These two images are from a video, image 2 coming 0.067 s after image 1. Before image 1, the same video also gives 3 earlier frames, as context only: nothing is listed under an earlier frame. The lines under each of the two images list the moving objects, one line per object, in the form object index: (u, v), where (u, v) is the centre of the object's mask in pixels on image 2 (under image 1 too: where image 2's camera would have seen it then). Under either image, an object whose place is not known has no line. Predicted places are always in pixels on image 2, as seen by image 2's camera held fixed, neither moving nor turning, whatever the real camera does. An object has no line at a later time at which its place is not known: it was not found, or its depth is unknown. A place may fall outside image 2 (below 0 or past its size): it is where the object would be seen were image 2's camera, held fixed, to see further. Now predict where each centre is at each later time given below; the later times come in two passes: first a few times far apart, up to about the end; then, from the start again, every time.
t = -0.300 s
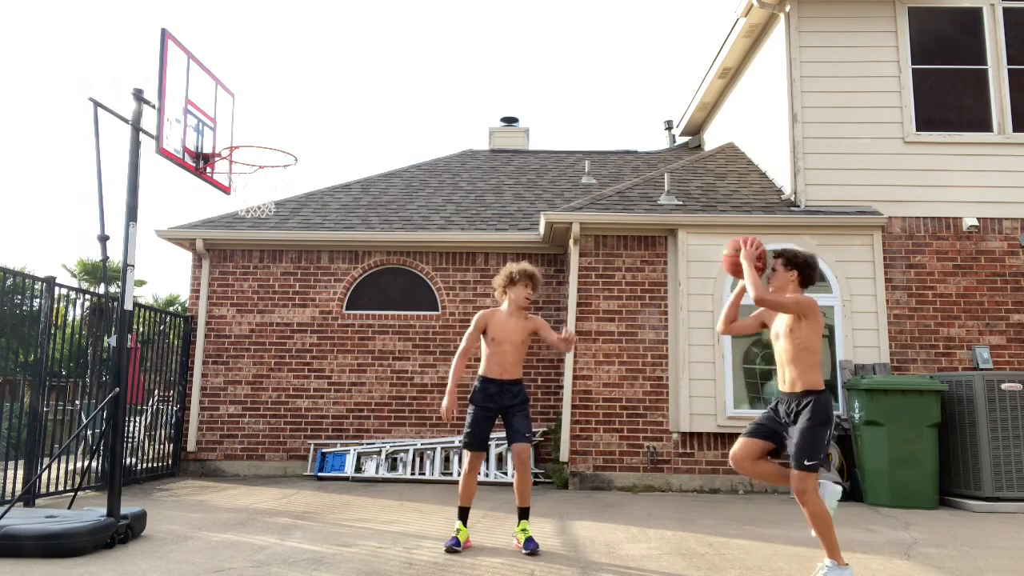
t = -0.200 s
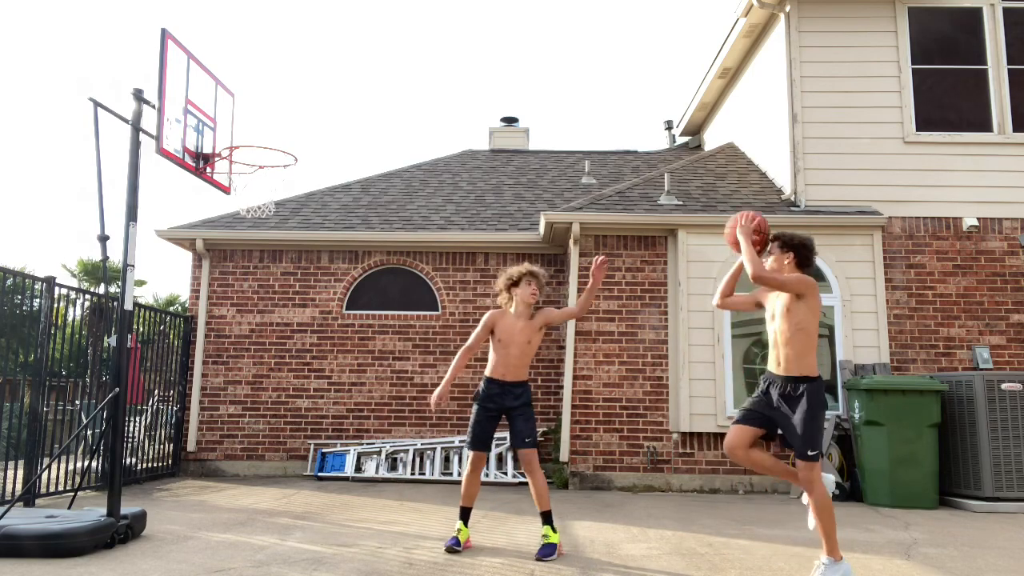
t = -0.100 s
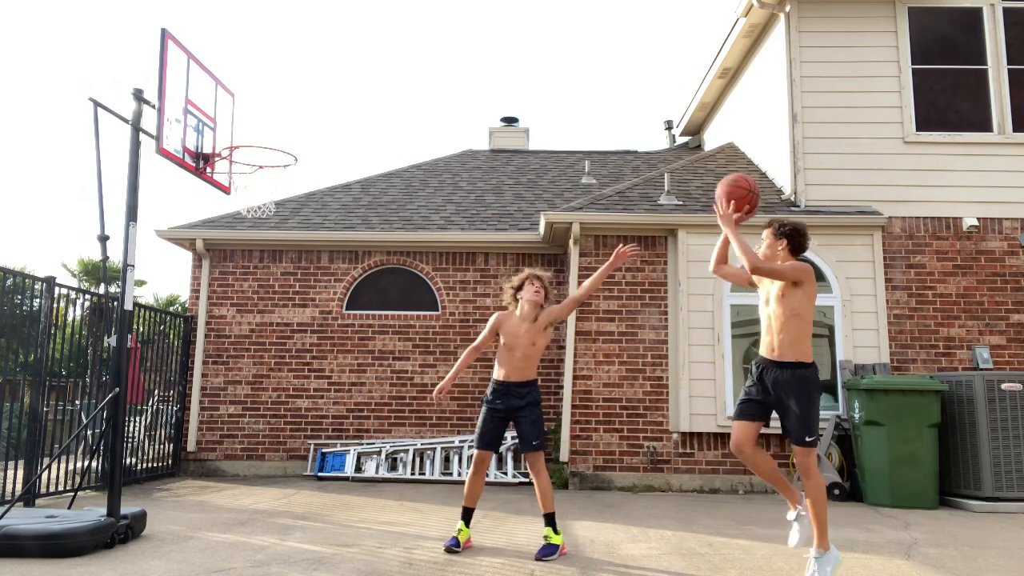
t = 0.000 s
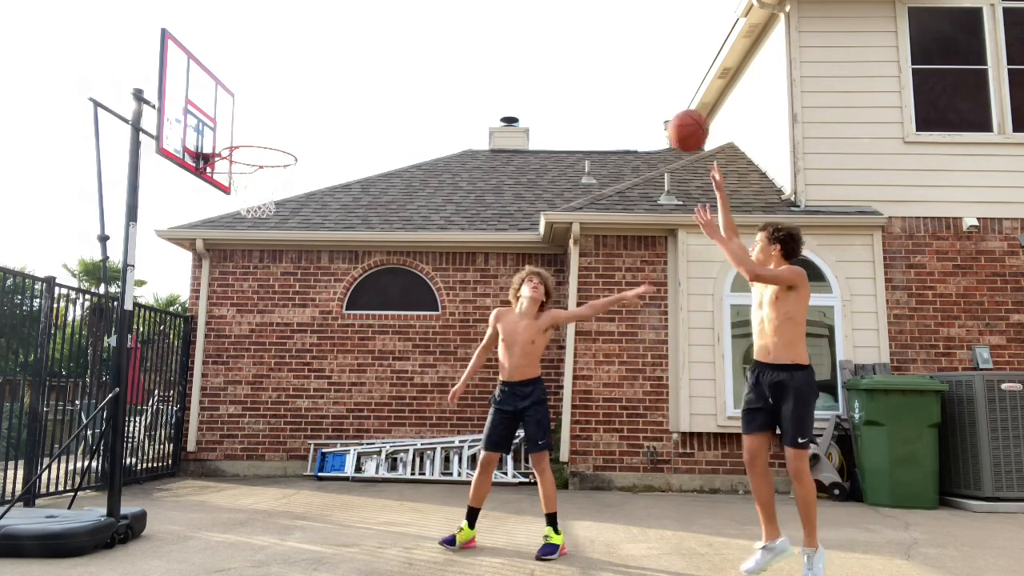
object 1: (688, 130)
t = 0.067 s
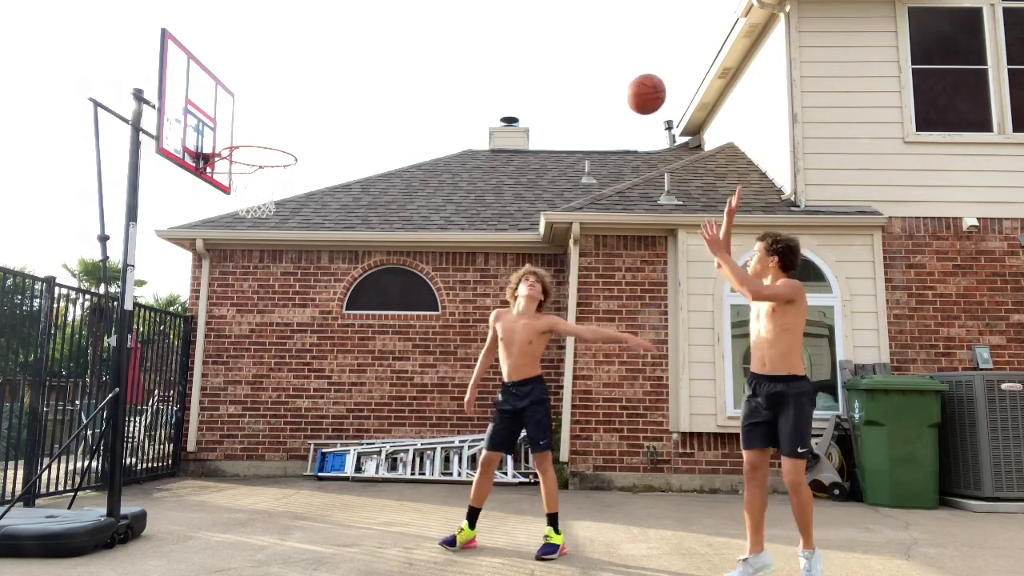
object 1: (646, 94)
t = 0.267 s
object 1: (530, 34)
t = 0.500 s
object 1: (406, 44)
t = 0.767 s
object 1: (273, 144)
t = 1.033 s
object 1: (223, 209)
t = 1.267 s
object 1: (216, 300)
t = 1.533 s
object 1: (199, 500)
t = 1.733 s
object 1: (238, 404)
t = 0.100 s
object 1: (626, 79)
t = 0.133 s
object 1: (606, 66)
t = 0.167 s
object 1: (587, 55)
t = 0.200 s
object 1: (568, 46)
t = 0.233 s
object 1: (549, 39)
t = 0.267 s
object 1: (530, 34)
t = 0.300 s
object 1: (512, 30)
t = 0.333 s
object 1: (494, 29)
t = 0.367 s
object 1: (476, 29)
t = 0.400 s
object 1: (458, 30)
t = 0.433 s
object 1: (441, 33)
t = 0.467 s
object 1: (424, 38)
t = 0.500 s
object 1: (406, 44)
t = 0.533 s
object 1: (390, 52)
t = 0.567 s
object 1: (373, 60)
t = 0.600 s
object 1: (356, 71)
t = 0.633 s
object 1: (340, 83)
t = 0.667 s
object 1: (323, 96)
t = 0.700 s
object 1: (306, 111)
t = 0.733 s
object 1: (290, 128)
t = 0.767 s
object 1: (273, 144)
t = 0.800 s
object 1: (258, 160)
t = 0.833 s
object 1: (241, 176)
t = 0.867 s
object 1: (228, 187)
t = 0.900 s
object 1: (224, 192)
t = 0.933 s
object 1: (224, 193)
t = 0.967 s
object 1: (223, 197)
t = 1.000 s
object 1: (223, 202)
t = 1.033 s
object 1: (223, 209)
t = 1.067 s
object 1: (222, 218)
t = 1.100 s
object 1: (221, 227)
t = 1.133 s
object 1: (220, 238)
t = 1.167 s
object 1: (219, 252)
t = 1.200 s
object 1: (218, 266)
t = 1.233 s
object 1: (217, 282)
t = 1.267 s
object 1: (216, 300)
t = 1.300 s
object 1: (214, 319)
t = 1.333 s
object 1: (213, 340)
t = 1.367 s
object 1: (211, 362)
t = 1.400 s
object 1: (210, 387)
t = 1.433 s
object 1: (207, 412)
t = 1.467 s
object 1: (204, 440)
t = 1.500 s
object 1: (202, 468)
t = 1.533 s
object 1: (199, 500)
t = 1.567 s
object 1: (200, 516)
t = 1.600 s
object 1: (208, 489)
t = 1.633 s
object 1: (215, 465)
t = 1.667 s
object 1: (223, 442)
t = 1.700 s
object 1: (231, 422)
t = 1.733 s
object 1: (238, 404)
